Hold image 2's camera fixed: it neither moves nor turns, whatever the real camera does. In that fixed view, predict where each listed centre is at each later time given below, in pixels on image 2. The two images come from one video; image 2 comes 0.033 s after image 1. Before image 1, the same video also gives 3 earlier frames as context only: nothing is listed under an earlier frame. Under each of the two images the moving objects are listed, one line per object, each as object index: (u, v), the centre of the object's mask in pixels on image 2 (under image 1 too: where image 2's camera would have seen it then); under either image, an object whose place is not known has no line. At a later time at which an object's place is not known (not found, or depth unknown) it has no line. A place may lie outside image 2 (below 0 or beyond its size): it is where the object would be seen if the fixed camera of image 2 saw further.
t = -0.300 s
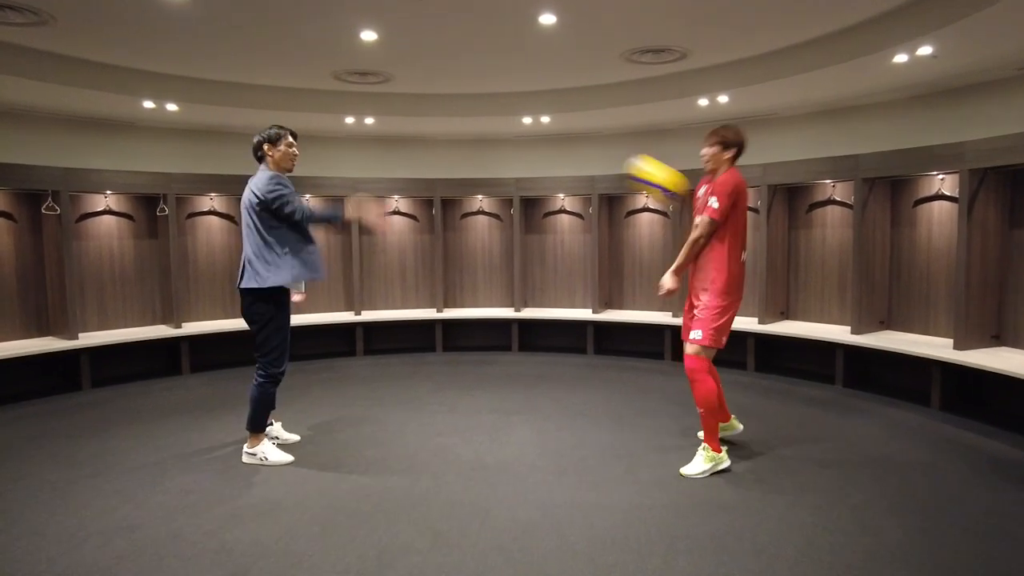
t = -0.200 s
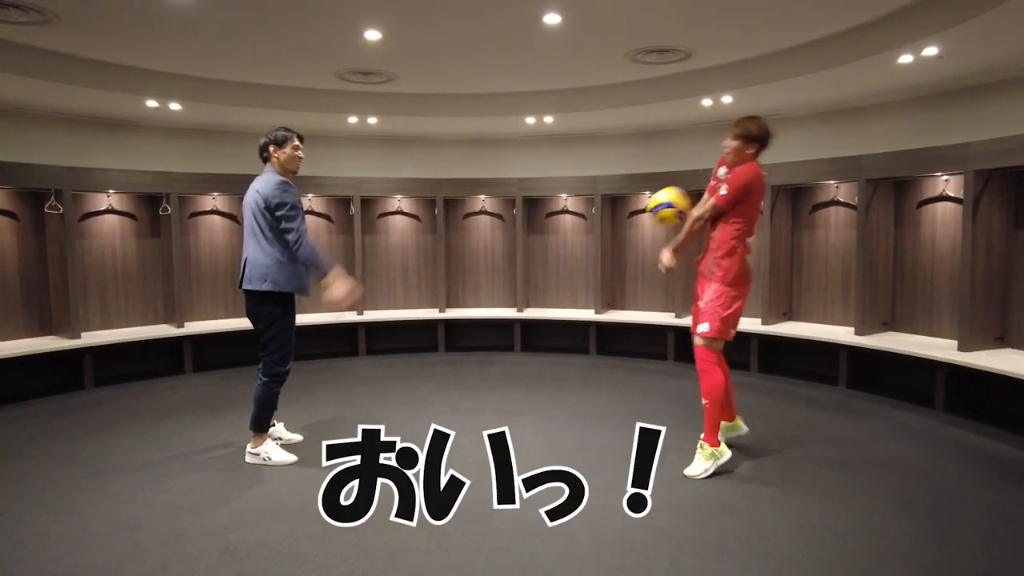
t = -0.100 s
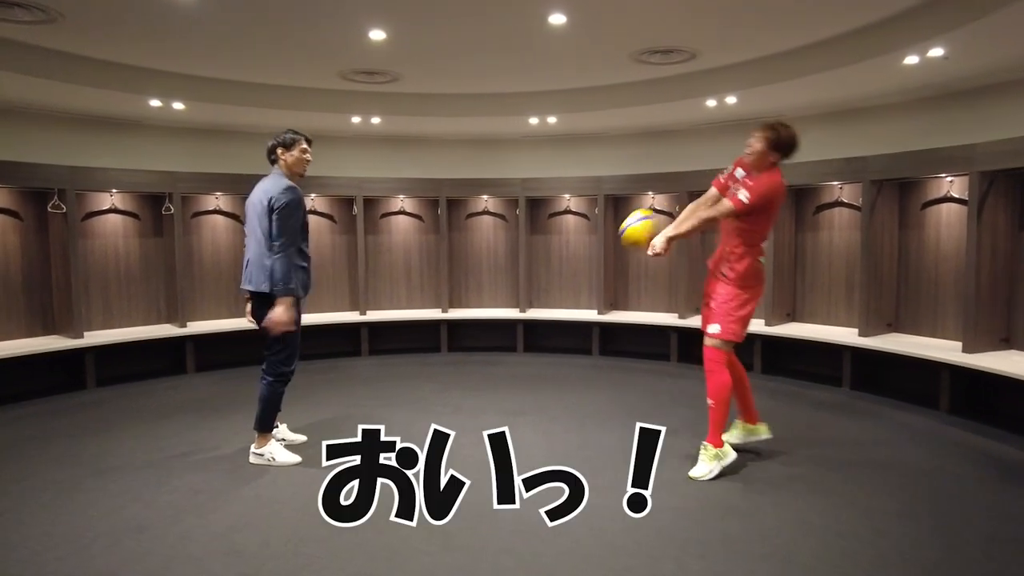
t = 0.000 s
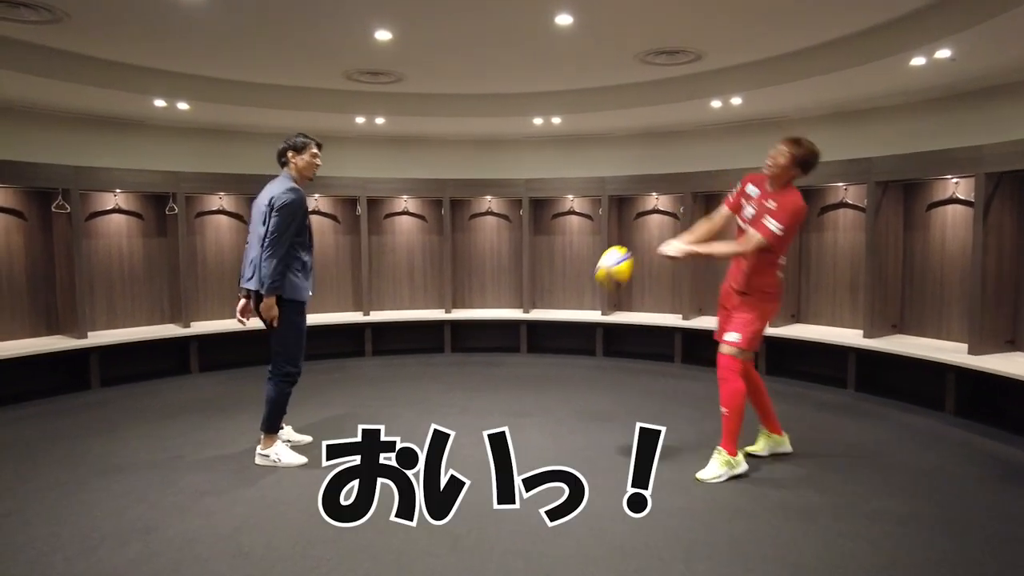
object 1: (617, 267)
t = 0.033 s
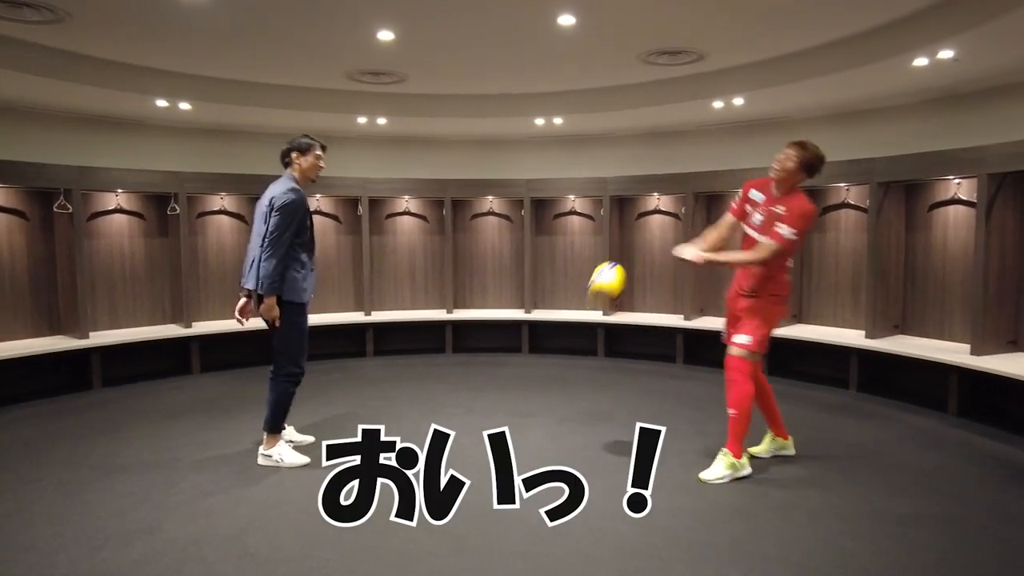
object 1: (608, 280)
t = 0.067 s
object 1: (599, 297)
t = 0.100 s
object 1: (587, 321)
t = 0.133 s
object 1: (579, 339)
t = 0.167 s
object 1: (569, 359)
